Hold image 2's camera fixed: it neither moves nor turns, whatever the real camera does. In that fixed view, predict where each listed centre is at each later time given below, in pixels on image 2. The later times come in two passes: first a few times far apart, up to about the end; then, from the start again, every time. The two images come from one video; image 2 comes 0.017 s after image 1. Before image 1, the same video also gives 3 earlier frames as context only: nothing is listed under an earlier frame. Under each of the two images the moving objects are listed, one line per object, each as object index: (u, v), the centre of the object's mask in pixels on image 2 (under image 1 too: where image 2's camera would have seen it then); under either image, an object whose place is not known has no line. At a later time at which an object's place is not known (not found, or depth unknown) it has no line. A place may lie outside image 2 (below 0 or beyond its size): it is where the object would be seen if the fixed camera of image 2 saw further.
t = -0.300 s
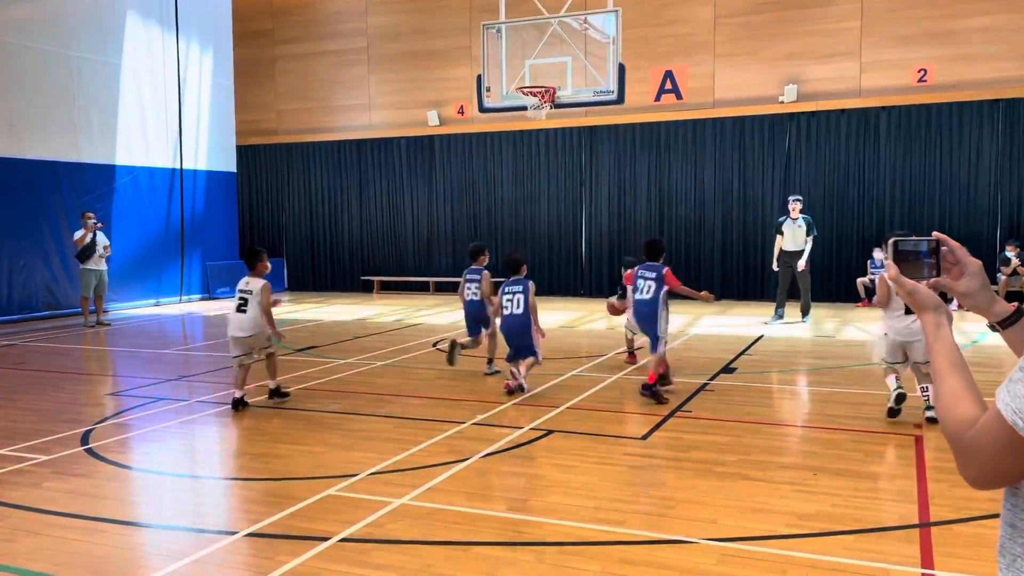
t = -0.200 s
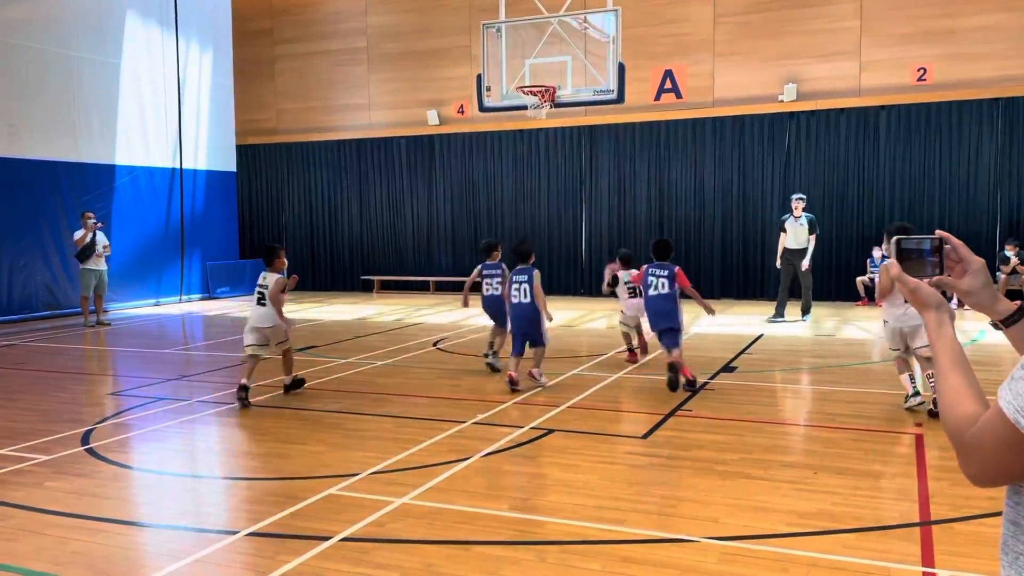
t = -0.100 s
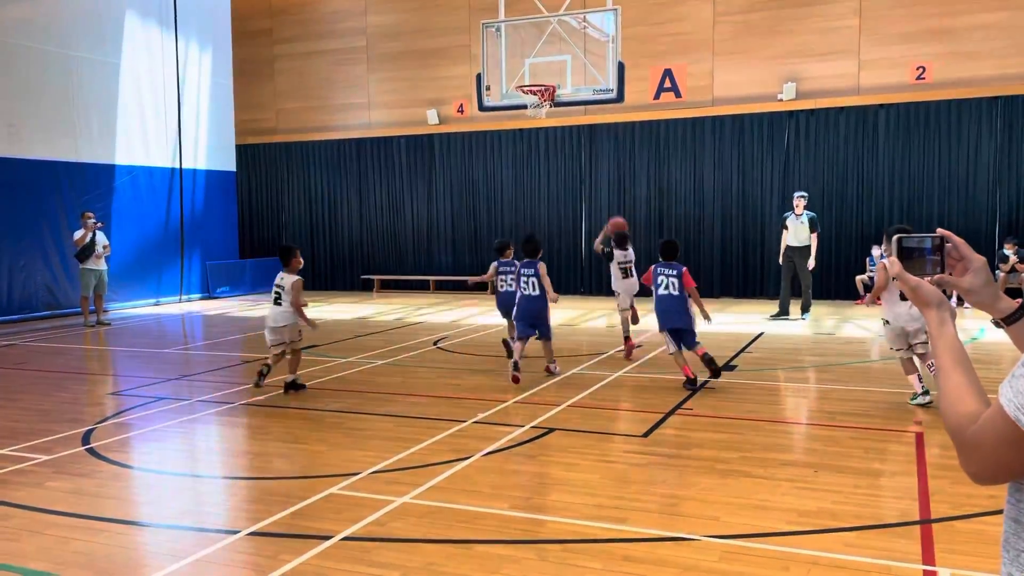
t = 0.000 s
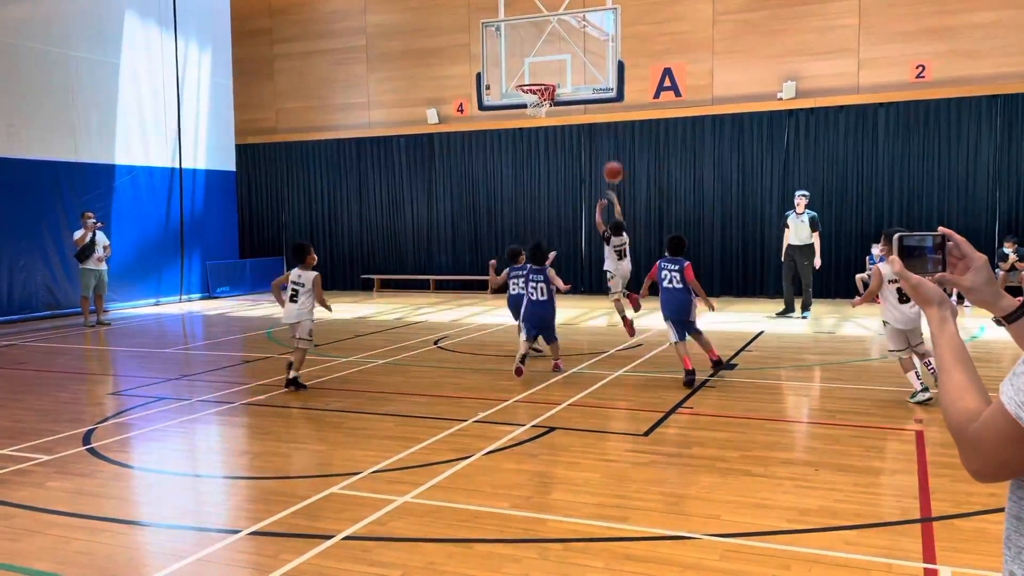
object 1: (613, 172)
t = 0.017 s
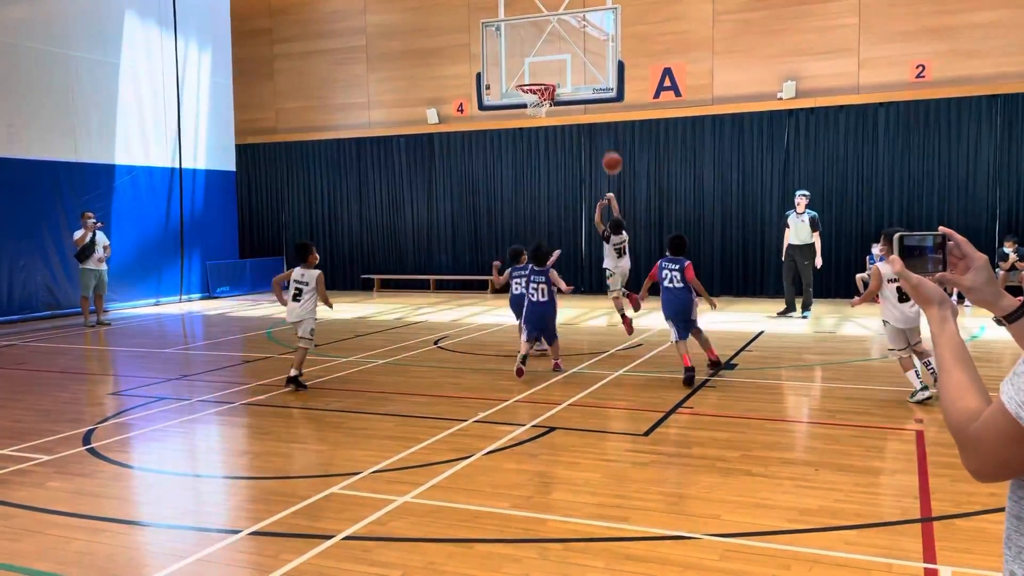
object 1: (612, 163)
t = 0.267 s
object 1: (594, 66)
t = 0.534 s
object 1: (578, 31)
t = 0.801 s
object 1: (551, 53)
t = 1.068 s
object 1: (534, 53)
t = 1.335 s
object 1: (523, 67)
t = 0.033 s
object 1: (611, 155)
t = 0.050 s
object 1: (610, 147)
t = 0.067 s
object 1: (608, 138)
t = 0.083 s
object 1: (607, 132)
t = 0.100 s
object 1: (606, 125)
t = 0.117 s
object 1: (605, 118)
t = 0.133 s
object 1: (604, 109)
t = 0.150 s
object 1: (603, 103)
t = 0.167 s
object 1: (601, 97)
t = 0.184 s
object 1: (600, 92)
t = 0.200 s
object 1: (599, 86)
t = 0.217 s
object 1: (598, 81)
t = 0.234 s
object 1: (597, 76)
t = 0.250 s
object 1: (595, 71)
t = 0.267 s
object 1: (594, 66)
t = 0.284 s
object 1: (593, 62)
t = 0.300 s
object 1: (592, 58)
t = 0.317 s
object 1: (591, 54)
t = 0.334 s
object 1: (590, 51)
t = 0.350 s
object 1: (589, 48)
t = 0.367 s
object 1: (588, 45)
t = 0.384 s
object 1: (587, 42)
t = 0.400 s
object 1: (586, 40)
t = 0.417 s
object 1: (585, 38)
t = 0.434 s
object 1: (584, 36)
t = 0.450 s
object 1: (583, 34)
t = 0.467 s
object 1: (582, 33)
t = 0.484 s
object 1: (581, 32)
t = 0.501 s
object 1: (580, 31)
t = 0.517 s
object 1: (579, 31)
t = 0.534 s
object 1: (578, 31)
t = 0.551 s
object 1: (577, 30)
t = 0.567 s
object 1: (576, 30)
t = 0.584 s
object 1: (575, 30)
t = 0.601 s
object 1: (572, 31)
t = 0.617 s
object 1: (570, 32)
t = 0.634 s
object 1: (569, 32)
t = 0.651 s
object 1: (567, 33)
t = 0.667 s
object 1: (565, 34)
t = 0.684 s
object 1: (563, 36)
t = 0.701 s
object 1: (562, 38)
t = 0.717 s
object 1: (560, 40)
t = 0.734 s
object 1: (558, 42)
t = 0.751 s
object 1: (556, 44)
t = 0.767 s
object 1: (555, 47)
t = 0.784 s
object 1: (553, 50)
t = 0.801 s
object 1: (551, 53)
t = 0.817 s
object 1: (549, 56)
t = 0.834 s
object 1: (547, 60)
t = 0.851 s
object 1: (546, 64)
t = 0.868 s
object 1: (544, 68)
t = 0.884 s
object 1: (542, 72)
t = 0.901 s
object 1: (541, 75)
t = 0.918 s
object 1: (540, 73)
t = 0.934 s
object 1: (539, 70)
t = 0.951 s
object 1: (539, 67)
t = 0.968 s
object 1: (538, 64)
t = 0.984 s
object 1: (537, 62)
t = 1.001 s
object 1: (537, 60)
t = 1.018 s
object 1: (536, 58)
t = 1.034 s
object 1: (535, 56)
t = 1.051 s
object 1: (535, 54)
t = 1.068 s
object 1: (534, 53)
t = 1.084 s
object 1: (533, 52)
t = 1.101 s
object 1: (533, 51)
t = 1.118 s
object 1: (532, 51)
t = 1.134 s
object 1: (531, 51)
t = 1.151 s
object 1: (531, 51)
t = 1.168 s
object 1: (530, 51)
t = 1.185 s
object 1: (529, 51)
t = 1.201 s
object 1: (529, 52)
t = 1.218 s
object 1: (528, 53)
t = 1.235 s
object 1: (527, 54)
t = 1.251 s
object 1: (527, 56)
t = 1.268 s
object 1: (526, 57)
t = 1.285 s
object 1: (525, 59)
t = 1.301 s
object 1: (525, 61)
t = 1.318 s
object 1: (524, 64)
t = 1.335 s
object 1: (523, 67)
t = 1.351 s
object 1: (523, 69)
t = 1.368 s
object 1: (522, 72)
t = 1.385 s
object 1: (521, 76)
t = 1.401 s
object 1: (521, 79)
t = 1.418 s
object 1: (520, 83)
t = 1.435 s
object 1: (519, 87)
